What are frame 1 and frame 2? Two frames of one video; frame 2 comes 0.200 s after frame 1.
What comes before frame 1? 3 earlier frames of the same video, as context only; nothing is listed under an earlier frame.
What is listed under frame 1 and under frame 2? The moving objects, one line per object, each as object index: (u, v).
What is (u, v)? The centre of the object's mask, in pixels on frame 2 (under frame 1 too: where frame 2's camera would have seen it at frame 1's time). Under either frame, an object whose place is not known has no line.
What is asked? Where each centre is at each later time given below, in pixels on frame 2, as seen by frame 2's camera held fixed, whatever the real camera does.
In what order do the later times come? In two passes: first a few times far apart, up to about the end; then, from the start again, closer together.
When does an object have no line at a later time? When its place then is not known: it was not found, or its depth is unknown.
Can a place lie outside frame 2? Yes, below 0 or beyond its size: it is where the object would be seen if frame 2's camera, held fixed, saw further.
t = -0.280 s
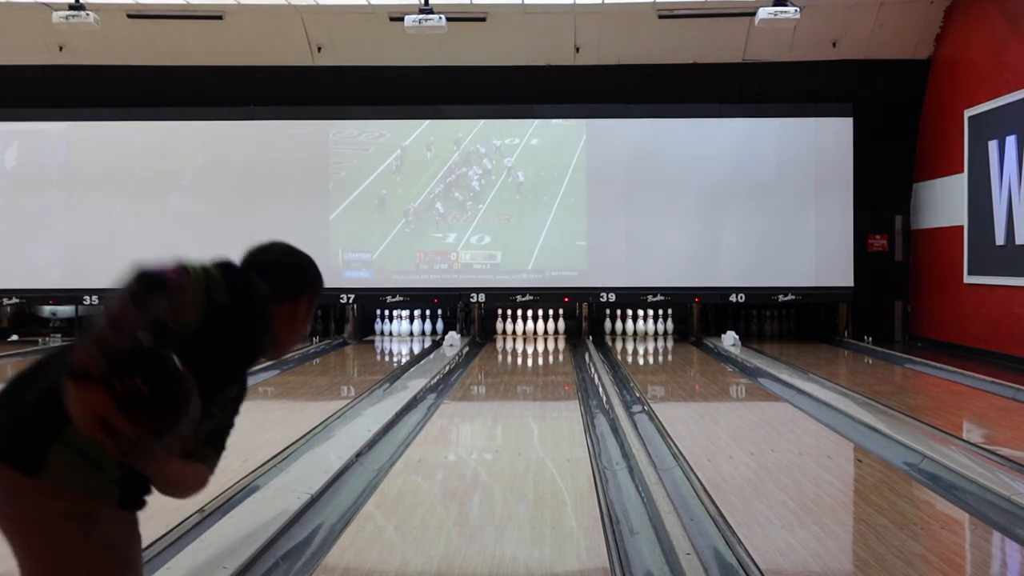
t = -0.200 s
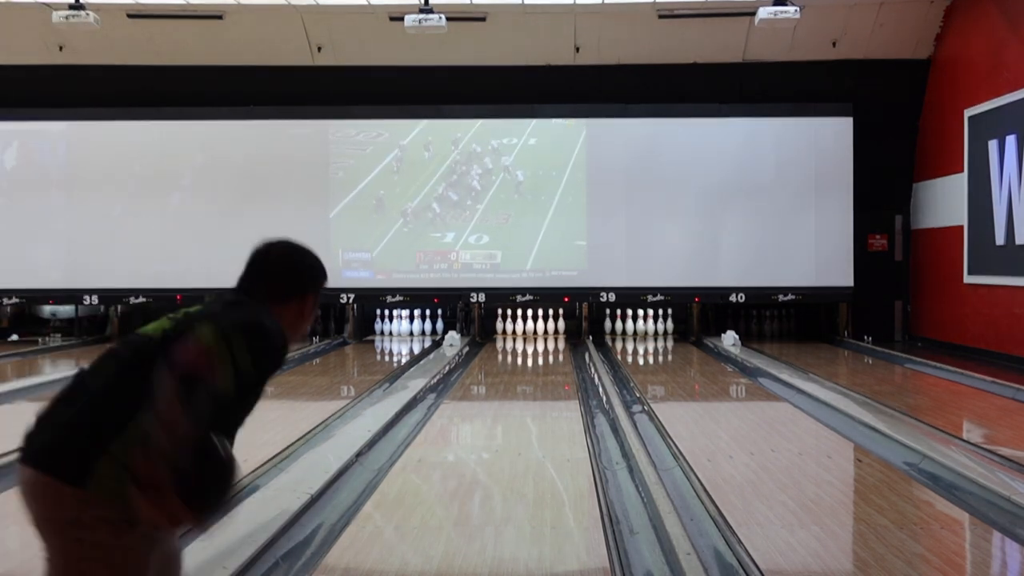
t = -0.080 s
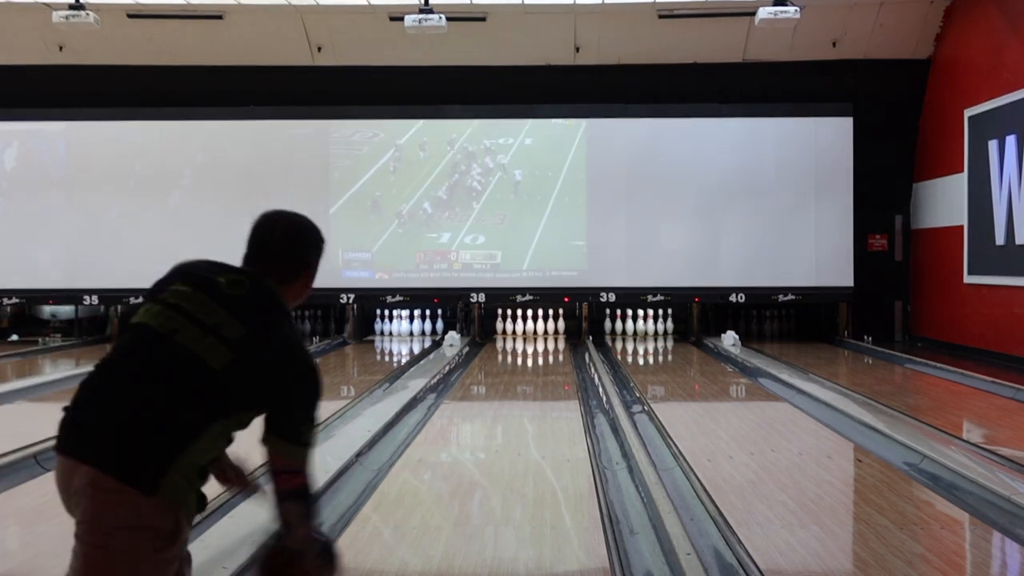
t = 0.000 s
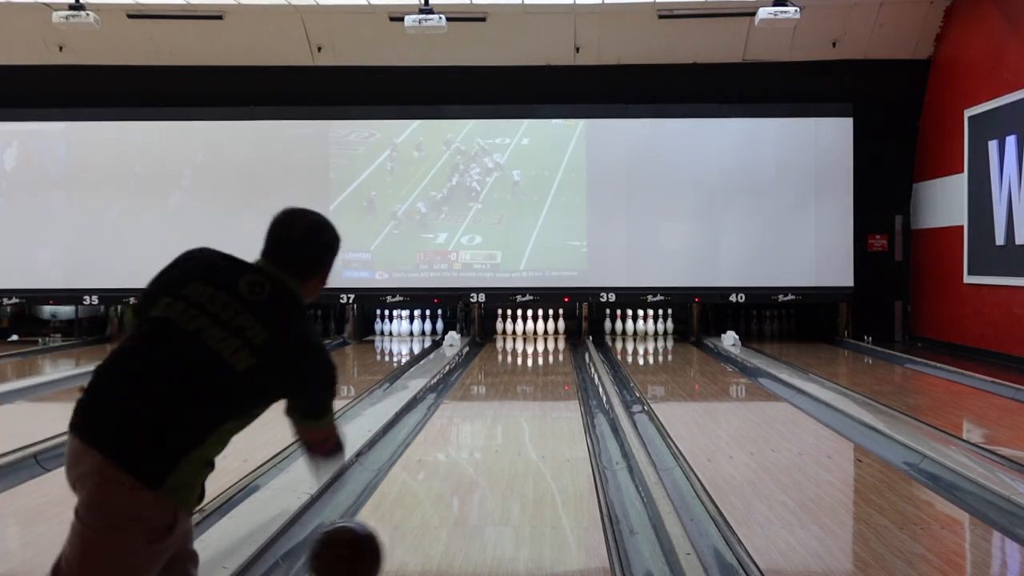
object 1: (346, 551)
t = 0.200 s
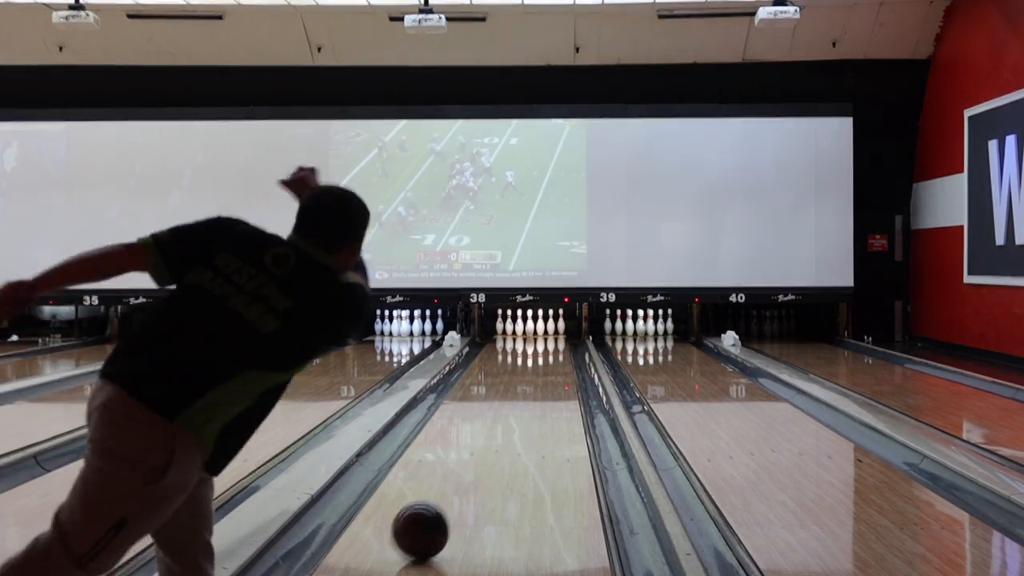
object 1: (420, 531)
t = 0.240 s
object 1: (431, 519)
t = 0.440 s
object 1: (473, 471)
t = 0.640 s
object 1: (501, 438)
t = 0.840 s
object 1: (520, 415)
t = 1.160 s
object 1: (544, 387)
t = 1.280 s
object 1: (547, 379)
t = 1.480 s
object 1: (553, 368)
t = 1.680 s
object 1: (557, 359)
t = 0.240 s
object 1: (431, 519)
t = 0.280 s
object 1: (441, 508)
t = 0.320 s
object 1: (450, 497)
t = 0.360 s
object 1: (458, 488)
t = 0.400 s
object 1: (466, 479)
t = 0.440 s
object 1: (473, 471)
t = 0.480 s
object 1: (479, 463)
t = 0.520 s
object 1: (485, 456)
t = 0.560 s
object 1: (491, 449)
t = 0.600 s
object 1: (496, 443)
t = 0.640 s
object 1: (501, 438)
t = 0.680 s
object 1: (505, 433)
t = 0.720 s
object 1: (509, 428)
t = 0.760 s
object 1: (513, 423)
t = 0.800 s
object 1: (517, 419)
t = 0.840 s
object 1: (520, 415)
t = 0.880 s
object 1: (523, 411)
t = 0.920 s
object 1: (526, 407)
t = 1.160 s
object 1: (544, 387)
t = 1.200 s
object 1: (543, 384)
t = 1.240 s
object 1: (545, 382)
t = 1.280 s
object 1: (547, 379)
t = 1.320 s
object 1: (548, 377)
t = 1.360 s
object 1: (550, 375)
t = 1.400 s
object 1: (551, 373)
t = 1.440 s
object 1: (552, 370)
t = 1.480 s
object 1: (553, 368)
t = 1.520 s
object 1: (554, 366)
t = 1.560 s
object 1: (555, 364)
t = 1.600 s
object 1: (556, 363)
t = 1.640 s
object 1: (556, 361)
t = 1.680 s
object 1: (557, 359)
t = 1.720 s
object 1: (557, 358)
